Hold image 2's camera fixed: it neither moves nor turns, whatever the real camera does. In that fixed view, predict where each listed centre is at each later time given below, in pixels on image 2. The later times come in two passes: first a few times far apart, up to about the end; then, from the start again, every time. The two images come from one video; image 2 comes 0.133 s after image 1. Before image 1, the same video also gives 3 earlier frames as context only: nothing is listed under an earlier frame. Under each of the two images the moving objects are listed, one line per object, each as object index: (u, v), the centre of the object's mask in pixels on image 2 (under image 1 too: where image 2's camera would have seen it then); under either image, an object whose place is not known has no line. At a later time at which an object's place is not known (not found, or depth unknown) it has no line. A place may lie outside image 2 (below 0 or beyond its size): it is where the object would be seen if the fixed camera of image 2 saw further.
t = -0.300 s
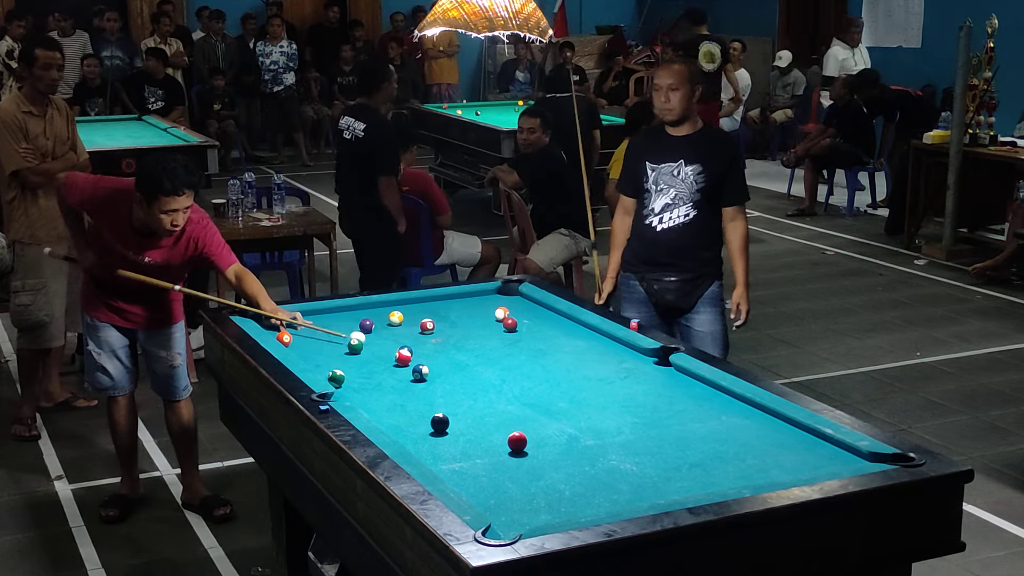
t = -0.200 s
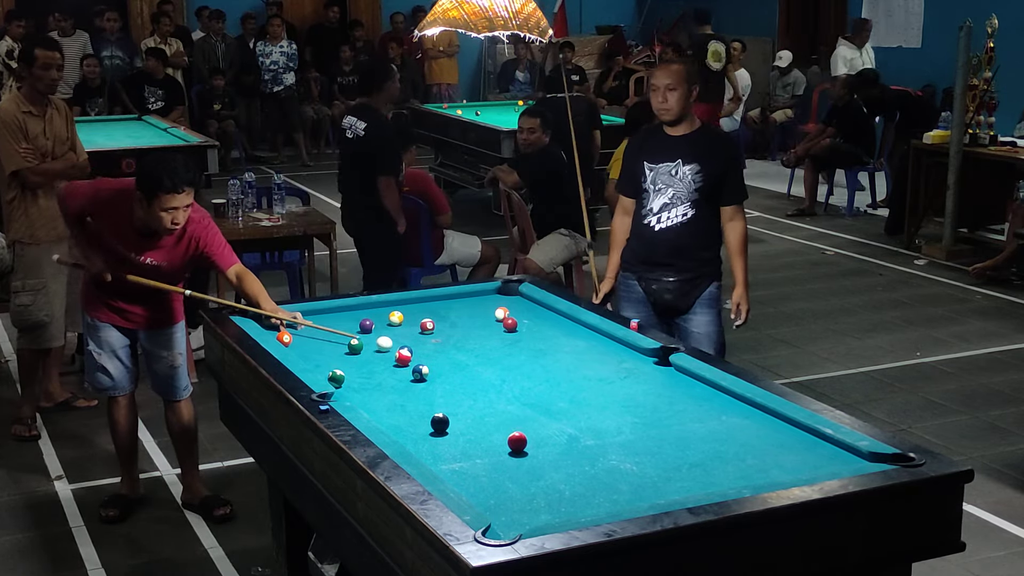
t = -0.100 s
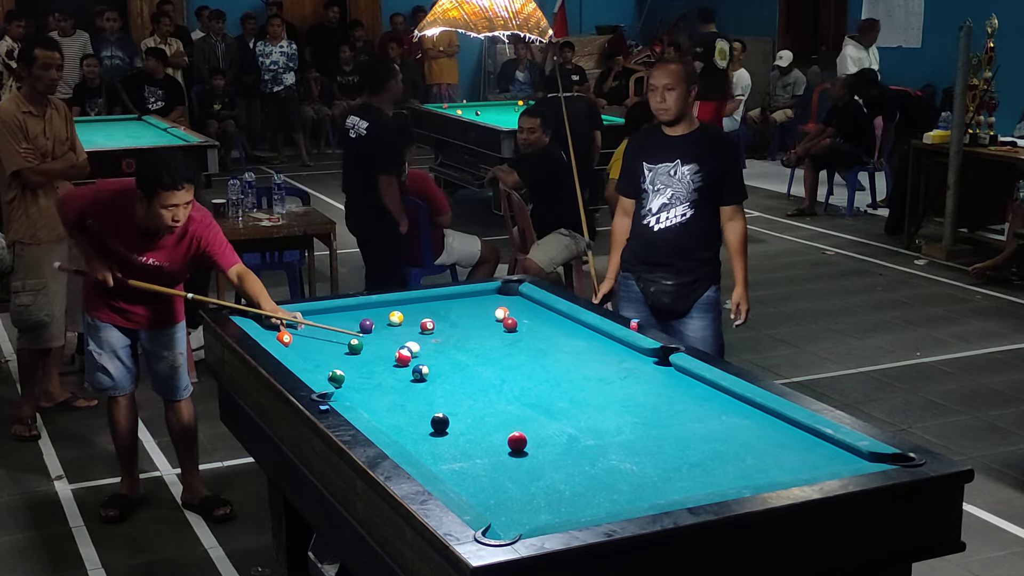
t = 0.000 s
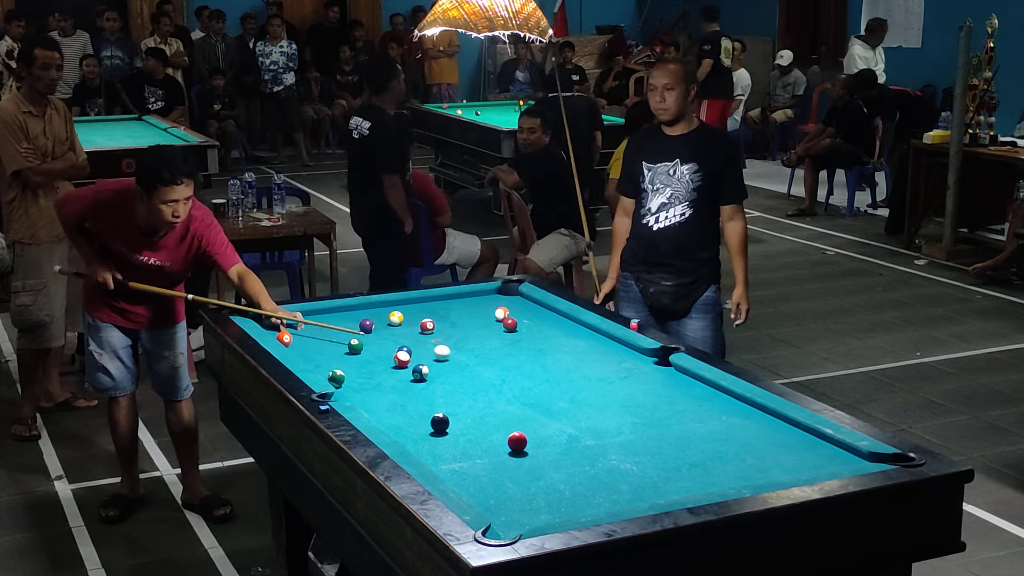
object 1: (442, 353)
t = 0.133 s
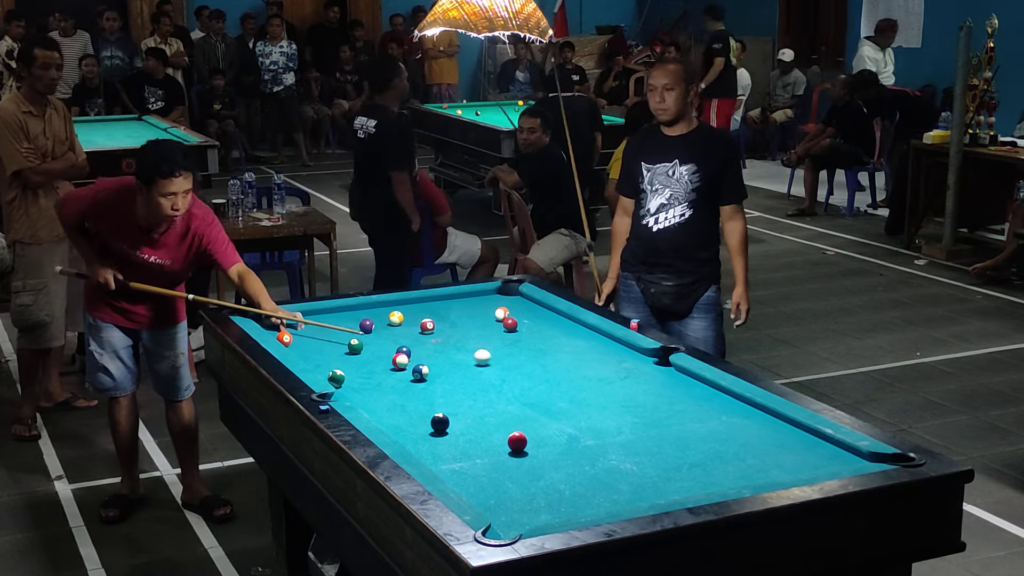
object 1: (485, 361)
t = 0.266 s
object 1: (523, 362)
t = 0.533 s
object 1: (606, 372)
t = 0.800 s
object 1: (690, 382)
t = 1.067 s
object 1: (700, 400)
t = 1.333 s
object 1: (691, 420)
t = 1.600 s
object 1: (682, 440)
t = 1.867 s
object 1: (674, 462)
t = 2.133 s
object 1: (665, 484)
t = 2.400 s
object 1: (651, 498)
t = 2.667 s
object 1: (608, 496)
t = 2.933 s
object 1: (569, 491)
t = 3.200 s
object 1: (534, 486)
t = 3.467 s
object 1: (504, 482)
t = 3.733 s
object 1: (478, 478)
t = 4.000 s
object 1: (455, 475)
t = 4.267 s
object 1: (443, 470)
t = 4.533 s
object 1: (443, 467)
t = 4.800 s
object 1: (444, 465)
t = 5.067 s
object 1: (445, 463)
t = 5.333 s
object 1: (447, 463)
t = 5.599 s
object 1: (447, 463)
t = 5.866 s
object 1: (447, 463)
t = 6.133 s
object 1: (447, 463)
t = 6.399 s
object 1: (447, 463)
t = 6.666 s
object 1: (447, 463)
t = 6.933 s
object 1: (447, 463)
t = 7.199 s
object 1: (447, 463)
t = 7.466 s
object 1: (447, 463)
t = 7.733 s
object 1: (447, 463)
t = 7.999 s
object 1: (447, 463)
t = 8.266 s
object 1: (447, 463)
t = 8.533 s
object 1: (447, 463)
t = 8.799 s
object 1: (447, 462)
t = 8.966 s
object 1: (447, 462)
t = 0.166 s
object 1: (492, 358)
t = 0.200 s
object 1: (503, 359)
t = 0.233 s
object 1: (513, 361)
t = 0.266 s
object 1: (523, 362)
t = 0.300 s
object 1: (533, 363)
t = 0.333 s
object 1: (544, 364)
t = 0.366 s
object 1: (554, 365)
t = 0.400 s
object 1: (564, 367)
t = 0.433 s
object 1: (574, 368)
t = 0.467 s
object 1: (585, 369)
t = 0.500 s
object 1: (595, 370)
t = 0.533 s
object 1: (606, 372)
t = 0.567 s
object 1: (616, 373)
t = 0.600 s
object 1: (627, 374)
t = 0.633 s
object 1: (637, 376)
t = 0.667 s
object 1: (648, 377)
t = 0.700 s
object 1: (659, 378)
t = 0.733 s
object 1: (669, 379)
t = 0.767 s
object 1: (680, 381)
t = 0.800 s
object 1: (690, 382)
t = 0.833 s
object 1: (701, 383)
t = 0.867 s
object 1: (706, 385)
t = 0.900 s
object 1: (705, 388)
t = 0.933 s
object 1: (704, 390)
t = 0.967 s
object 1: (703, 392)
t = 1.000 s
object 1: (702, 395)
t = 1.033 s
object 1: (701, 397)
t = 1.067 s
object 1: (700, 400)
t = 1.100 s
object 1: (699, 402)
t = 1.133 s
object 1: (698, 405)
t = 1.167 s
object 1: (697, 407)
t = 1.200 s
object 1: (696, 410)
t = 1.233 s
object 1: (694, 412)
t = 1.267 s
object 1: (693, 415)
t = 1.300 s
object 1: (692, 417)
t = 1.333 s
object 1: (691, 420)
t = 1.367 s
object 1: (690, 422)
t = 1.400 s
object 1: (689, 425)
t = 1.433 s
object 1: (688, 427)
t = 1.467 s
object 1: (687, 430)
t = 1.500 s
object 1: (686, 432)
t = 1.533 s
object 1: (685, 435)
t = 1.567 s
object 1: (683, 438)
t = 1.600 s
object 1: (682, 440)
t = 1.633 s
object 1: (681, 443)
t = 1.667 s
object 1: (680, 446)
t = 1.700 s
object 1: (679, 448)
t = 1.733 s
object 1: (678, 451)
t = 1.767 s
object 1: (677, 454)
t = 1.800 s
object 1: (676, 456)
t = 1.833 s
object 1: (675, 459)
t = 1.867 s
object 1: (674, 462)
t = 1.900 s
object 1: (673, 464)
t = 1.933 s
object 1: (672, 467)
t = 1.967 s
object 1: (671, 470)
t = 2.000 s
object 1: (669, 473)
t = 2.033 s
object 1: (668, 475)
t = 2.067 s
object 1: (667, 478)
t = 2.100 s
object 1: (666, 481)
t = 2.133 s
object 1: (665, 484)
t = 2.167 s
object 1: (664, 486)
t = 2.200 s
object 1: (662, 489)
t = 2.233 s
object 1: (661, 491)
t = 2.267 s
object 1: (660, 493)
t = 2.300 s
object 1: (659, 494)
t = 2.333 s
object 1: (657, 496)
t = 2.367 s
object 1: (656, 497)
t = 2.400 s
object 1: (651, 498)
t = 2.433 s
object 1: (645, 498)
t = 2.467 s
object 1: (640, 498)
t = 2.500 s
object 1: (634, 498)
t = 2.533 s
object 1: (629, 498)
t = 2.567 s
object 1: (624, 498)
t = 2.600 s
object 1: (618, 498)
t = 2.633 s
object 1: (613, 497)
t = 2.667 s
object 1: (608, 496)
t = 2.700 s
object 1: (603, 495)
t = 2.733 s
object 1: (598, 495)
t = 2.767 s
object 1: (593, 494)
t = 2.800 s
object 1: (588, 493)
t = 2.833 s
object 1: (583, 493)
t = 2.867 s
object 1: (578, 492)
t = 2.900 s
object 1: (574, 491)
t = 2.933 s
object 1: (569, 491)
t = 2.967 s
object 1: (564, 490)
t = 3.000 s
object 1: (560, 490)
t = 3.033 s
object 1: (555, 489)
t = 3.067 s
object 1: (551, 488)
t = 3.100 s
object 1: (547, 488)
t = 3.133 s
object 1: (542, 487)
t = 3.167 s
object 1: (538, 487)
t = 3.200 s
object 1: (534, 486)
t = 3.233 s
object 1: (530, 486)
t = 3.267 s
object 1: (526, 485)
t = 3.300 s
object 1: (523, 484)
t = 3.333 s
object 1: (519, 484)
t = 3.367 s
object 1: (515, 483)
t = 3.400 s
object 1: (511, 483)
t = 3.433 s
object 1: (508, 482)
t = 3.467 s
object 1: (504, 482)
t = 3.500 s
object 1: (500, 481)
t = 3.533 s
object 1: (497, 481)
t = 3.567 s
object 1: (494, 480)
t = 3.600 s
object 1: (490, 480)
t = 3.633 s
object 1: (487, 479)
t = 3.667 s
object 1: (484, 479)
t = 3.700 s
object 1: (481, 479)
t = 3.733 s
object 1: (478, 478)
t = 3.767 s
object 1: (475, 478)
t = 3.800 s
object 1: (472, 477)
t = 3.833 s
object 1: (469, 477)
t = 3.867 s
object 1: (466, 476)
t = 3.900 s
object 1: (463, 476)
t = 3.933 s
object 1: (460, 476)
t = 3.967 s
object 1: (458, 475)
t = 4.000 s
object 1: (455, 475)
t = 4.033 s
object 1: (453, 474)
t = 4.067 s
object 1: (450, 473)
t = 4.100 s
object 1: (448, 472)
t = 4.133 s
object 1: (446, 472)
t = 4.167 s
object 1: (444, 471)
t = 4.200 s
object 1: (442, 470)
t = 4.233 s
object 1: (443, 470)
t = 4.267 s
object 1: (443, 470)
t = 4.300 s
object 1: (443, 469)
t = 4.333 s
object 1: (443, 469)
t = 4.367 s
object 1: (443, 469)
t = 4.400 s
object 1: (443, 468)
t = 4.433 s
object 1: (443, 468)
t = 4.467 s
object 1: (443, 468)
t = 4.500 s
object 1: (443, 467)
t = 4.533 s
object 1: (443, 467)
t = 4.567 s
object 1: (444, 467)
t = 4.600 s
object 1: (444, 467)
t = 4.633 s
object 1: (444, 466)
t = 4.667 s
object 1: (444, 466)
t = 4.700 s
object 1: (444, 466)
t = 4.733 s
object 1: (444, 465)
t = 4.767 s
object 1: (444, 465)
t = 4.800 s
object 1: (444, 465)
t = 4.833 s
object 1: (444, 465)
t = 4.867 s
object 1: (445, 465)
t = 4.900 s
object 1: (445, 464)
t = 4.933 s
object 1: (445, 464)
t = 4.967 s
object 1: (445, 464)
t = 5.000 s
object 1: (445, 464)
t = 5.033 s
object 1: (445, 464)
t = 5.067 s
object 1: (445, 463)
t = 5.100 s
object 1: (446, 463)
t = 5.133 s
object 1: (446, 463)
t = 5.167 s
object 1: (446, 463)
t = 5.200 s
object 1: (446, 463)
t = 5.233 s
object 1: (447, 462)
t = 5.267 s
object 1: (447, 462)
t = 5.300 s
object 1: (447, 462)
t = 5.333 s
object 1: (447, 463)
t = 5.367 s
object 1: (447, 463)
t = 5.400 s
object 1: (447, 463)
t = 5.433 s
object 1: (447, 463)
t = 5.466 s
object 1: (447, 463)
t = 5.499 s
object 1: (447, 463)
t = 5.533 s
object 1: (447, 463)
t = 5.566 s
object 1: (447, 463)
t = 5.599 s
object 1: (447, 463)
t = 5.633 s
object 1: (447, 463)
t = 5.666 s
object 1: (447, 463)
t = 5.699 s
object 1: (447, 463)
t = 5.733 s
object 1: (447, 463)
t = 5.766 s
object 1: (447, 463)
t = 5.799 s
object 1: (447, 463)
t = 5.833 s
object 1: (447, 463)
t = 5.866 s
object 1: (447, 463)
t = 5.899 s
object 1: (447, 463)
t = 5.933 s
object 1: (447, 463)
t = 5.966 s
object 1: (447, 463)
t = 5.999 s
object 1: (447, 463)
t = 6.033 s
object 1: (447, 463)
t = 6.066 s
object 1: (447, 463)
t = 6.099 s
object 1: (447, 463)
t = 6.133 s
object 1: (447, 463)
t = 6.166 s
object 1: (447, 463)
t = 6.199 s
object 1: (447, 463)
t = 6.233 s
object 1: (447, 463)
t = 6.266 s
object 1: (447, 463)
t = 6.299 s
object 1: (447, 463)
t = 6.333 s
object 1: (447, 463)
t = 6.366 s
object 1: (447, 463)
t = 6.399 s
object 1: (447, 463)
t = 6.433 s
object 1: (447, 463)
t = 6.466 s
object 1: (447, 463)
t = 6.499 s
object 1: (447, 463)
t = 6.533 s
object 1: (447, 463)
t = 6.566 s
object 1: (447, 463)
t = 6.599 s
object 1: (447, 463)
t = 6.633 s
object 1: (447, 463)
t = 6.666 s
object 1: (447, 463)
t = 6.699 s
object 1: (447, 463)
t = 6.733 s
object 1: (447, 463)
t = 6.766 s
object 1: (447, 463)
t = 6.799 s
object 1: (447, 463)
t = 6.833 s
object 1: (447, 463)
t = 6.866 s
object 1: (447, 463)
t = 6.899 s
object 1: (447, 463)
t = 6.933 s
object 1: (447, 463)
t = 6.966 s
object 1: (447, 463)
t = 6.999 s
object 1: (447, 463)
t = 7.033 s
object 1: (447, 463)
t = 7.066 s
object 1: (447, 463)
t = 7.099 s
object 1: (447, 463)
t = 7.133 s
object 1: (447, 463)
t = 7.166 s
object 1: (447, 463)
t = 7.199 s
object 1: (447, 463)
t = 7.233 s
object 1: (447, 463)
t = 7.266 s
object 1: (447, 463)
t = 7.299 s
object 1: (447, 463)
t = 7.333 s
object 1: (447, 463)
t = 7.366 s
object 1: (447, 463)
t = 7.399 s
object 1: (447, 463)
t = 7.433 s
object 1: (447, 463)
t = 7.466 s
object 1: (447, 463)
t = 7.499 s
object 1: (447, 463)
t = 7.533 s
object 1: (447, 463)
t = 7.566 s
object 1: (447, 463)
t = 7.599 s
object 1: (447, 463)
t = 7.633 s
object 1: (447, 463)
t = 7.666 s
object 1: (447, 463)
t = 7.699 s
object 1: (447, 463)
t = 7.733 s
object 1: (447, 463)
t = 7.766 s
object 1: (447, 463)
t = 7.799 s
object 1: (447, 463)
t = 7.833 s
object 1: (447, 463)
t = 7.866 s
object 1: (447, 463)
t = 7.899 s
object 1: (447, 463)
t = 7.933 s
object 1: (447, 463)
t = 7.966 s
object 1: (447, 463)
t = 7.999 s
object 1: (447, 463)
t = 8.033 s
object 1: (447, 463)
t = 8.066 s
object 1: (447, 463)
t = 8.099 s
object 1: (447, 463)
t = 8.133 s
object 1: (447, 463)
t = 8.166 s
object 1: (447, 463)
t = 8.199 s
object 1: (447, 463)
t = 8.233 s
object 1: (447, 463)
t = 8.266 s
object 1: (447, 463)
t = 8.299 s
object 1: (447, 463)
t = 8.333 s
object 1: (447, 463)
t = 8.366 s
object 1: (447, 463)
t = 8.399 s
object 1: (447, 463)
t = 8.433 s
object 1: (447, 463)
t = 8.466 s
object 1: (447, 463)
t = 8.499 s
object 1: (447, 463)
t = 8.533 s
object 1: (447, 463)
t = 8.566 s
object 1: (447, 463)
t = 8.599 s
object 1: (447, 463)
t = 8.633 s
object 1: (447, 463)
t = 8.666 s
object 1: (447, 463)
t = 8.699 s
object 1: (447, 463)
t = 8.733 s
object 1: (447, 462)
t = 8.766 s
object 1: (447, 462)
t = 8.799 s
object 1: (447, 462)
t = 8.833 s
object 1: (447, 462)
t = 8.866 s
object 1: (447, 462)
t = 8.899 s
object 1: (447, 462)
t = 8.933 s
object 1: (447, 463)
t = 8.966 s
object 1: (447, 462)
